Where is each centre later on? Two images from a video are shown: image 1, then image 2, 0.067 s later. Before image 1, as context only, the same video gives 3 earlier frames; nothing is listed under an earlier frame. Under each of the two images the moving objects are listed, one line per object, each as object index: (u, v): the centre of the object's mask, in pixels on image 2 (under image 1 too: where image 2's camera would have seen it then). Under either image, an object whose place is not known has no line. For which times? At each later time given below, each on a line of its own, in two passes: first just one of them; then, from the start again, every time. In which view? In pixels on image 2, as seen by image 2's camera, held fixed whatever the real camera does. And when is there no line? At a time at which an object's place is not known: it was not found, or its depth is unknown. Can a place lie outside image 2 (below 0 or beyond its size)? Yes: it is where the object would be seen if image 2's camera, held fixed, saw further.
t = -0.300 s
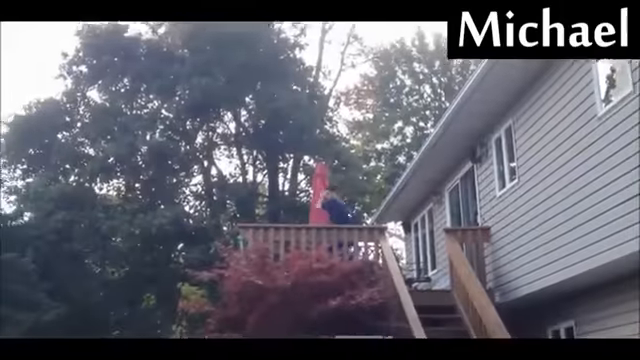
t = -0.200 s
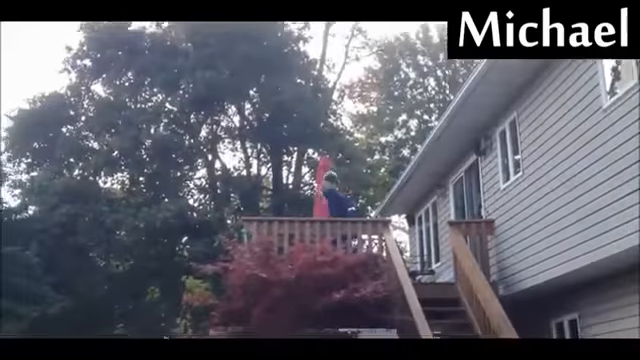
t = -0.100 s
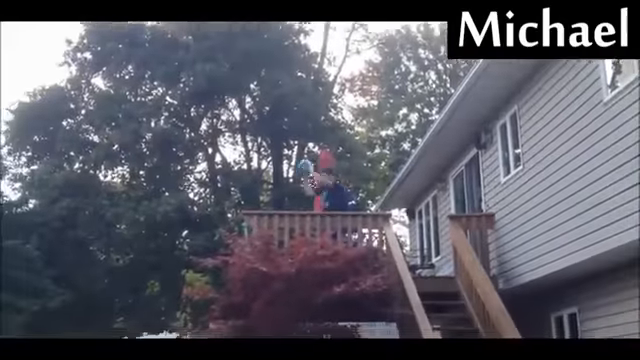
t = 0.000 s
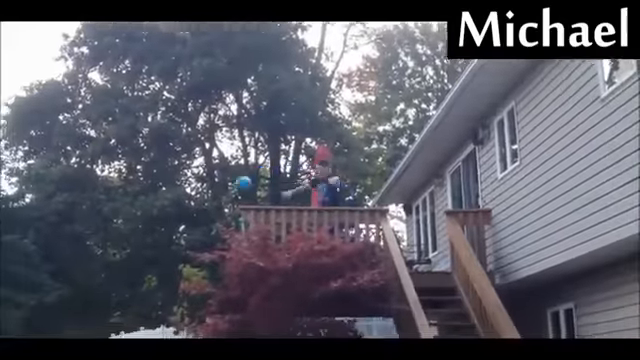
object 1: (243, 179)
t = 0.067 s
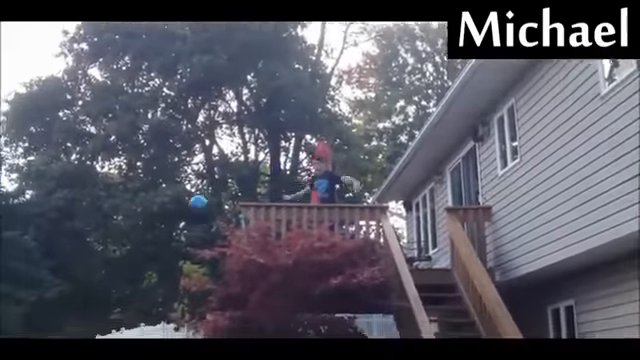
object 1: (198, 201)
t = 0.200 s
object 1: (85, 271)
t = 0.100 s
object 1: (173, 217)
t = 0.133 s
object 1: (145, 232)
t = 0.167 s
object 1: (116, 250)
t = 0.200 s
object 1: (85, 271)
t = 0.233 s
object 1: (52, 294)
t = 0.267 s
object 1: (17, 321)
